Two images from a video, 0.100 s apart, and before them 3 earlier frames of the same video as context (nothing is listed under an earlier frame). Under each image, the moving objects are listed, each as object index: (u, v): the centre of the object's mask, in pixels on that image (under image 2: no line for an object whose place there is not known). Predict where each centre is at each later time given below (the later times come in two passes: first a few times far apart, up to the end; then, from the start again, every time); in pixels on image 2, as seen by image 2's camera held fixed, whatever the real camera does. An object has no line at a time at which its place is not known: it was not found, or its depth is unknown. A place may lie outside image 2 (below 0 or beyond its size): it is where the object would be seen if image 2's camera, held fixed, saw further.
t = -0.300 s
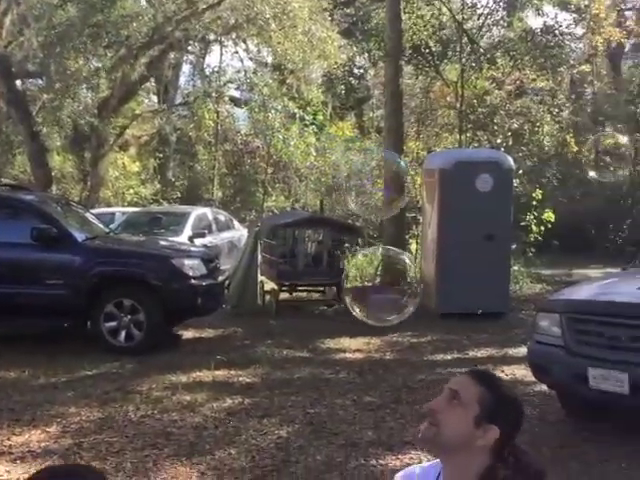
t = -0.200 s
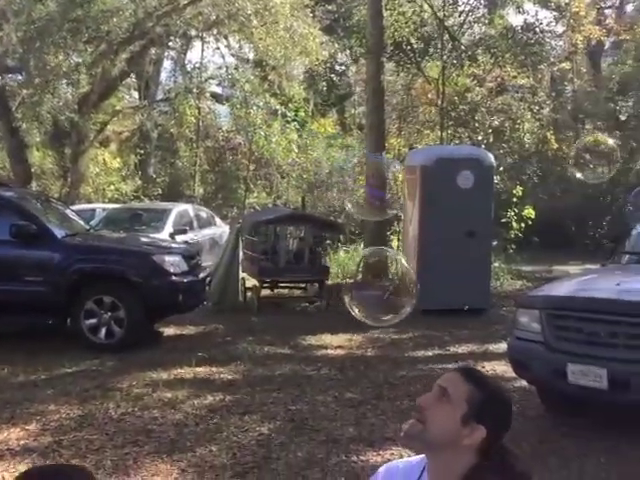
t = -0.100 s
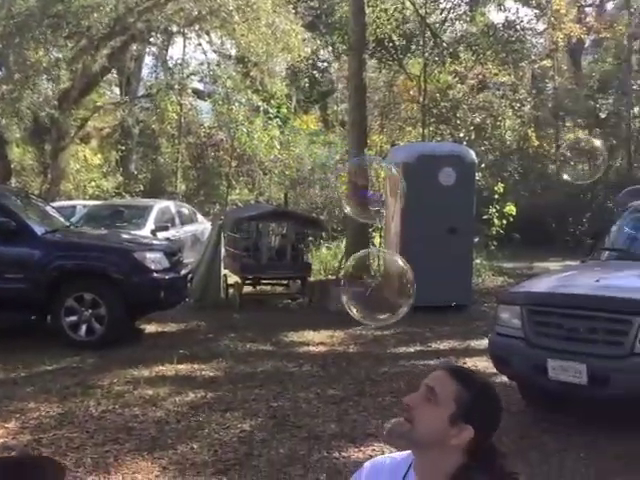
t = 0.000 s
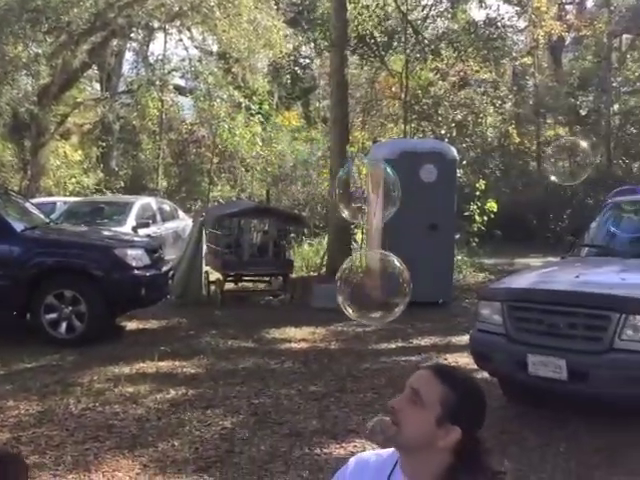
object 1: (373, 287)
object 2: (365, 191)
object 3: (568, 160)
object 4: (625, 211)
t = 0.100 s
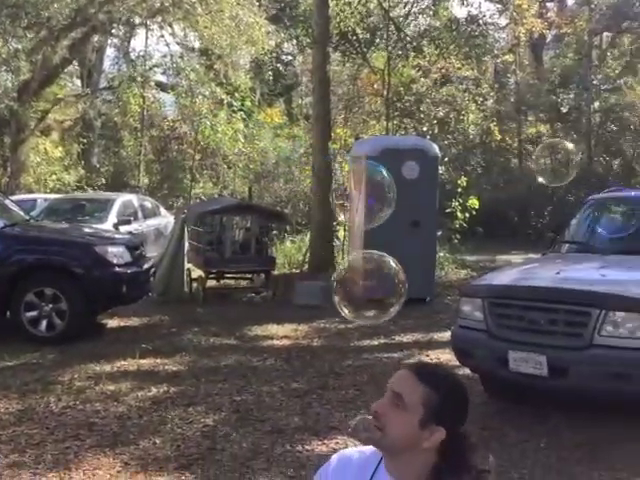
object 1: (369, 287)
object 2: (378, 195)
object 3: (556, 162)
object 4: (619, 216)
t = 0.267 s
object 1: (390, 292)
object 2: (389, 203)
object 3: (565, 169)
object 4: (628, 219)
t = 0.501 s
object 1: (417, 299)
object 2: (415, 213)
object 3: (577, 178)
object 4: (641, 228)
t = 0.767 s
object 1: (444, 310)
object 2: (445, 224)
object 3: (589, 184)
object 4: (652, 236)
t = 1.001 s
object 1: (466, 319)
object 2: (467, 230)
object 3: (603, 198)
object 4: (664, 240)
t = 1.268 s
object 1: (489, 331)
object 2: (491, 240)
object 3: (616, 210)
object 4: (675, 248)
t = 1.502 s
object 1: (506, 340)
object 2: (508, 242)
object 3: (627, 219)
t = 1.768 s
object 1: (525, 350)
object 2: (529, 243)
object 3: (640, 229)
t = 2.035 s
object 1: (541, 359)
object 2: (548, 244)
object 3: (652, 238)
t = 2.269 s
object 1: (557, 368)
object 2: (564, 246)
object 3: (662, 244)
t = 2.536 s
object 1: (572, 375)
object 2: (572, 247)
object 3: (675, 247)
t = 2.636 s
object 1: (577, 378)
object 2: (574, 248)
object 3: (679, 249)
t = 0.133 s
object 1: (373, 288)
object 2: (380, 197)
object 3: (557, 163)
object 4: (620, 217)
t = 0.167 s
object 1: (378, 289)
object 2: (382, 198)
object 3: (559, 165)
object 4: (622, 217)
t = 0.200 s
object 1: (382, 290)
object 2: (385, 200)
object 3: (561, 166)
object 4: (623, 217)
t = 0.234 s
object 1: (386, 291)
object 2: (387, 202)
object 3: (563, 168)
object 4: (625, 218)
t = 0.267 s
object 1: (390, 292)
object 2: (389, 203)
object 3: (565, 169)
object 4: (628, 219)
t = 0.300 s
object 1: (394, 293)
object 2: (392, 205)
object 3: (567, 170)
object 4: (630, 220)
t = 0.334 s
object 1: (398, 294)
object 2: (395, 206)
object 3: (568, 172)
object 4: (633, 221)
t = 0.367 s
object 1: (402, 295)
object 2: (399, 208)
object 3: (570, 173)
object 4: (635, 222)
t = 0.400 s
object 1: (406, 296)
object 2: (403, 209)
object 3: (572, 174)
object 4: (636, 223)
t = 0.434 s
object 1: (409, 297)
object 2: (407, 211)
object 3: (574, 176)
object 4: (637, 225)
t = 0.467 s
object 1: (413, 299)
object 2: (411, 212)
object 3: (576, 177)
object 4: (638, 226)
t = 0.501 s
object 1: (417, 299)
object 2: (415, 213)
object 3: (577, 178)
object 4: (641, 228)
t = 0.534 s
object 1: (421, 301)
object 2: (420, 215)
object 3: (579, 179)
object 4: (643, 229)
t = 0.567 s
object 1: (423, 302)
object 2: (423, 216)
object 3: (580, 180)
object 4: (644, 230)
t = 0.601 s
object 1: (427, 304)
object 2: (426, 218)
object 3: (582, 181)
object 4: (646, 231)
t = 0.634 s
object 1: (430, 305)
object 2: (430, 219)
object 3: (583, 182)
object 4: (648, 232)
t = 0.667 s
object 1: (434, 306)
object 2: (434, 221)
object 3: (584, 182)
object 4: (648, 233)
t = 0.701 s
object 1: (437, 307)
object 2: (437, 222)
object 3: (586, 183)
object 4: (650, 234)
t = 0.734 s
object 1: (441, 308)
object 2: (441, 223)
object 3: (587, 184)
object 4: (651, 235)
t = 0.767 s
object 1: (444, 310)
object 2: (445, 224)
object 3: (589, 184)
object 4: (652, 236)
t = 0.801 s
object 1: (447, 311)
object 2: (449, 225)
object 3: (592, 190)
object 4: (653, 236)
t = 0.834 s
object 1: (450, 312)
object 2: (452, 226)
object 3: (594, 191)
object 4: (654, 236)
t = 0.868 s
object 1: (454, 314)
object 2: (456, 227)
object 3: (596, 193)
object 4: (656, 237)
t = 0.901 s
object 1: (457, 315)
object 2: (459, 228)
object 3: (598, 193)
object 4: (657, 238)
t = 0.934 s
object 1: (460, 317)
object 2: (462, 229)
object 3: (600, 196)
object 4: (658, 239)
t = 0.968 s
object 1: (463, 318)
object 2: (465, 230)
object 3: (601, 197)
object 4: (659, 241)
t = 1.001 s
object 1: (466, 319)
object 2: (467, 230)
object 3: (603, 198)
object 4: (664, 240)
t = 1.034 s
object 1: (469, 321)
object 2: (470, 232)
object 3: (605, 200)
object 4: (663, 242)
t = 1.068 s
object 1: (472, 322)
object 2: (473, 231)
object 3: (606, 201)
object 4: (662, 244)
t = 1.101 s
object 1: (475, 324)
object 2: (476, 231)
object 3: (608, 203)
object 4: (665, 244)
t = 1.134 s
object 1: (478, 325)
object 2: (480, 235)
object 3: (610, 204)
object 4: (666, 245)
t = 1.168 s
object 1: (481, 327)
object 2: (483, 237)
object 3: (612, 205)
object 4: (669, 247)
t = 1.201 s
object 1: (483, 329)
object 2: (487, 238)
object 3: (613, 207)
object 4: (672, 247)
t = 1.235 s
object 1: (486, 330)
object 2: (488, 238)
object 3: (615, 208)
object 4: (676, 246)
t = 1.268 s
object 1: (489, 331)
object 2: (491, 240)
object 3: (616, 210)
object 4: (675, 248)
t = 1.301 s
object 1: (491, 333)
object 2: (493, 240)
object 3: (618, 211)
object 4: (676, 248)
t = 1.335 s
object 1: (494, 334)
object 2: (495, 240)
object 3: (620, 212)
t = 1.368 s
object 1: (496, 335)
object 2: (499, 241)
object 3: (621, 213)
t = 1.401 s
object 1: (499, 337)
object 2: (501, 242)
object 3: (623, 215)
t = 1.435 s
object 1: (501, 338)
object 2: (503, 242)
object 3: (624, 216)
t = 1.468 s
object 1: (504, 339)
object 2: (506, 242)
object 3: (626, 217)
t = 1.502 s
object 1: (506, 340)
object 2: (508, 242)
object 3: (627, 219)
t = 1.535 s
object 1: (509, 341)
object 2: (511, 242)
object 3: (629, 220)
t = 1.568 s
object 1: (511, 343)
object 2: (514, 243)
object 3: (630, 221)
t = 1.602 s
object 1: (513, 344)
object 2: (516, 243)
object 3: (632, 222)
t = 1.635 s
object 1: (516, 345)
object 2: (519, 243)
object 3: (634, 224)
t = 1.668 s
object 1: (518, 347)
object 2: (521, 243)
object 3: (635, 225)
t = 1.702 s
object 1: (520, 348)
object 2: (524, 243)
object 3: (637, 226)
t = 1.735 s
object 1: (523, 349)
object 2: (525, 243)
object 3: (638, 227)
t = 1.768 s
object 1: (525, 350)
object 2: (529, 243)
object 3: (640, 229)
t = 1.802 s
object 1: (527, 351)
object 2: (531, 243)
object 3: (642, 230)
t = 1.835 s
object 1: (530, 352)
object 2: (535, 242)
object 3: (643, 231)
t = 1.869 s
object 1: (532, 354)
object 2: (535, 242)
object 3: (645, 232)
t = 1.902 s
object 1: (534, 355)
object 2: (538, 243)
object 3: (646, 233)
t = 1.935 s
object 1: (536, 356)
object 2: (541, 243)
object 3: (647, 235)
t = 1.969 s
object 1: (538, 357)
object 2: (543, 244)
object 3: (649, 236)
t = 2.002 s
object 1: (539, 358)
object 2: (545, 244)
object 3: (650, 237)
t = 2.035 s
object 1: (541, 359)
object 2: (548, 244)
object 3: (652, 238)
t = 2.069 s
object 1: (542, 360)
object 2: (549, 245)
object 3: (653, 239)
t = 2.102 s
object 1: (544, 362)
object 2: (552, 244)
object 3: (655, 240)
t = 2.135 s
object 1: (546, 363)
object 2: (555, 245)
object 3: (656, 241)
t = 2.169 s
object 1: (547, 364)
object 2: (557, 245)
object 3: (658, 242)
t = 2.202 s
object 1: (549, 365)
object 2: (560, 245)
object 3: (659, 242)
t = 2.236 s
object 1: (555, 366)
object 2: (561, 246)
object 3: (661, 243)
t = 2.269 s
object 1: (557, 368)
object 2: (564, 246)
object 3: (662, 244)
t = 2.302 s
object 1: (559, 369)
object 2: (566, 246)
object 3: (664, 243)
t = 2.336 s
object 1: (561, 370)
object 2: (568, 247)
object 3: (666, 244)
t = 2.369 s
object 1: (563, 371)
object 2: (569, 247)
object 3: (667, 244)
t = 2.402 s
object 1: (565, 372)
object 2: (569, 247)
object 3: (669, 245)
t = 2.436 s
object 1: (567, 373)
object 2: (570, 247)
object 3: (670, 246)
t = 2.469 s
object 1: (569, 373)
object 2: (572, 247)
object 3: (672, 246)
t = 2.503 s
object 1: (570, 374)
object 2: (572, 247)
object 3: (673, 246)
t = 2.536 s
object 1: (572, 375)
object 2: (572, 247)
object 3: (675, 247)
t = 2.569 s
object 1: (574, 376)
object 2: (573, 247)
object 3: (677, 248)
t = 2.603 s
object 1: (576, 377)
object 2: (573, 247)
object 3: (678, 248)
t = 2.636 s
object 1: (577, 378)
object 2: (574, 248)
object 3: (679, 249)
